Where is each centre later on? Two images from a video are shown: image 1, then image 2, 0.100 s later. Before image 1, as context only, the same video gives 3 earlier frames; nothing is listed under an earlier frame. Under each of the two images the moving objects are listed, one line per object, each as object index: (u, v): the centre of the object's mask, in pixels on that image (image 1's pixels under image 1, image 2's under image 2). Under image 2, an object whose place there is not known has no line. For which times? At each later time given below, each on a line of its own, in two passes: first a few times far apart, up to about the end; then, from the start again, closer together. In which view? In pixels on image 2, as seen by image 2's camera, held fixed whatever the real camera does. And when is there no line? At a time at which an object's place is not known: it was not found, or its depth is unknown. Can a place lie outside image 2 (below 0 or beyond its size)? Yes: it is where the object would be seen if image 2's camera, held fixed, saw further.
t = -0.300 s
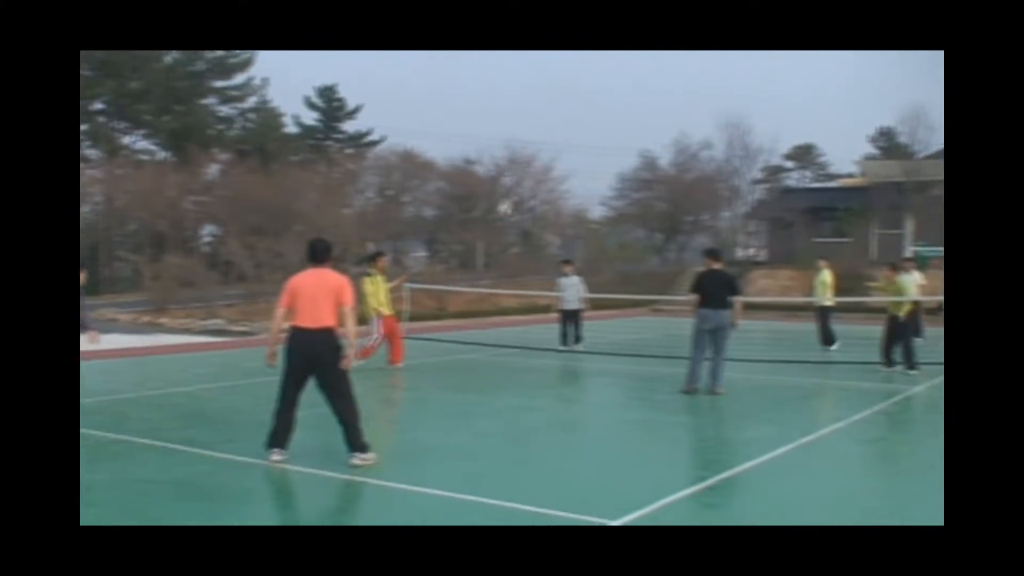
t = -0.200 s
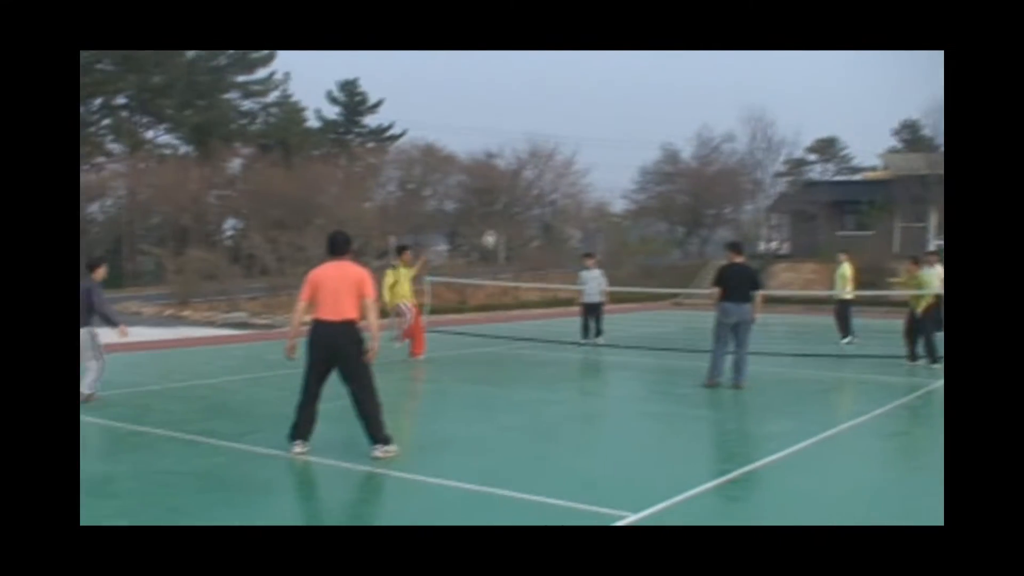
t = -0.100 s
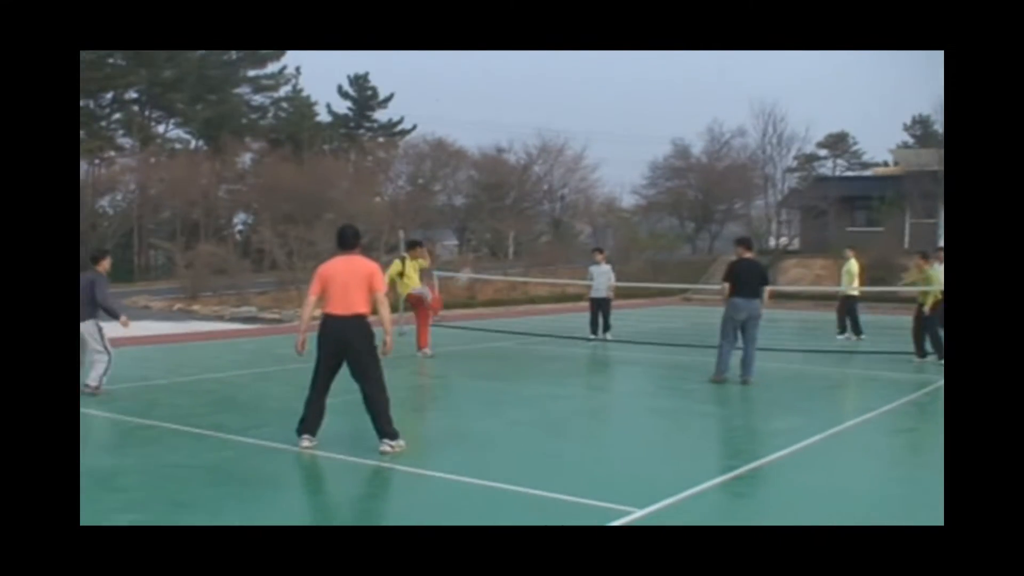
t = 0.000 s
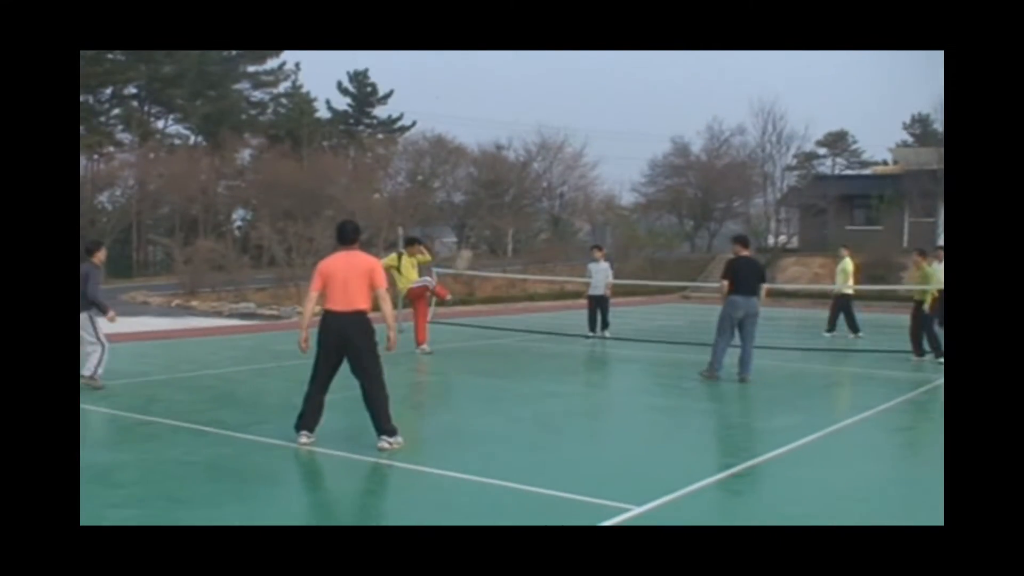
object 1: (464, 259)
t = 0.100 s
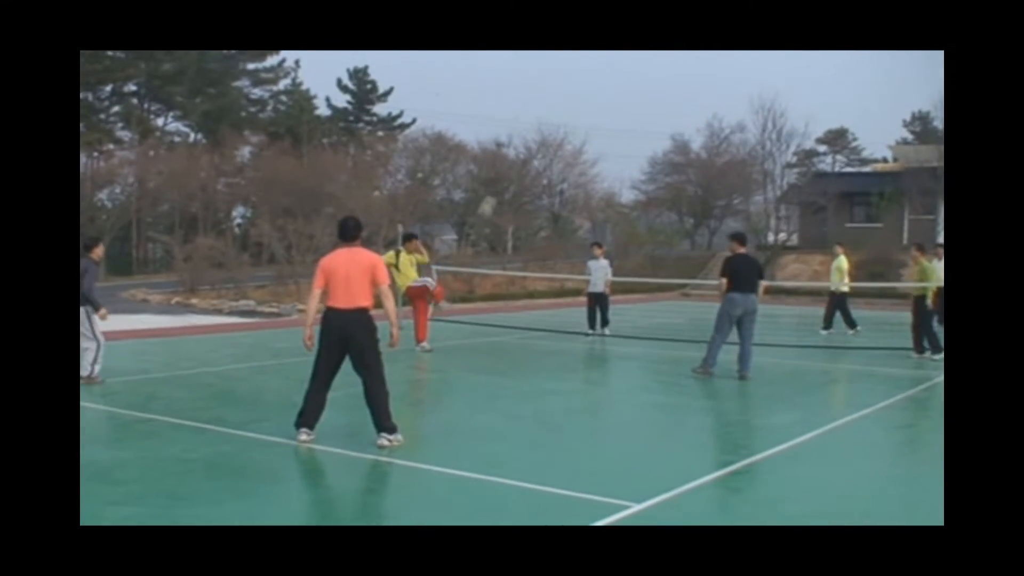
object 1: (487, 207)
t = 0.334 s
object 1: (539, 125)
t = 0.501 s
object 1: (575, 90)
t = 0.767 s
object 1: (625, 73)
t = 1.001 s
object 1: (662, 94)
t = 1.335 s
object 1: (708, 166)
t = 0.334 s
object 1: (539, 125)
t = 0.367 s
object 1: (546, 117)
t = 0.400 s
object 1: (553, 109)
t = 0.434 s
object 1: (561, 102)
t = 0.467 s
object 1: (568, 95)
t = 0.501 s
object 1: (575, 90)
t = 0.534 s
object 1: (582, 85)
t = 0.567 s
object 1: (589, 82)
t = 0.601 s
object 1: (596, 79)
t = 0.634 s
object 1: (602, 76)
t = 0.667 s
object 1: (608, 74)
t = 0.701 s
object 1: (614, 73)
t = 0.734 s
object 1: (619, 73)
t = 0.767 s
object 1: (625, 73)
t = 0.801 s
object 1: (631, 74)
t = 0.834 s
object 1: (637, 76)
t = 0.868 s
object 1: (642, 78)
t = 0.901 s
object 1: (647, 81)
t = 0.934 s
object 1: (652, 85)
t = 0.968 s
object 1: (658, 89)
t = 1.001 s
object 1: (662, 94)
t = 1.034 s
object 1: (667, 98)
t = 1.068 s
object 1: (673, 104)
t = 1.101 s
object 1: (677, 111)
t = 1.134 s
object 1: (682, 117)
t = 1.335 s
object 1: (708, 166)
